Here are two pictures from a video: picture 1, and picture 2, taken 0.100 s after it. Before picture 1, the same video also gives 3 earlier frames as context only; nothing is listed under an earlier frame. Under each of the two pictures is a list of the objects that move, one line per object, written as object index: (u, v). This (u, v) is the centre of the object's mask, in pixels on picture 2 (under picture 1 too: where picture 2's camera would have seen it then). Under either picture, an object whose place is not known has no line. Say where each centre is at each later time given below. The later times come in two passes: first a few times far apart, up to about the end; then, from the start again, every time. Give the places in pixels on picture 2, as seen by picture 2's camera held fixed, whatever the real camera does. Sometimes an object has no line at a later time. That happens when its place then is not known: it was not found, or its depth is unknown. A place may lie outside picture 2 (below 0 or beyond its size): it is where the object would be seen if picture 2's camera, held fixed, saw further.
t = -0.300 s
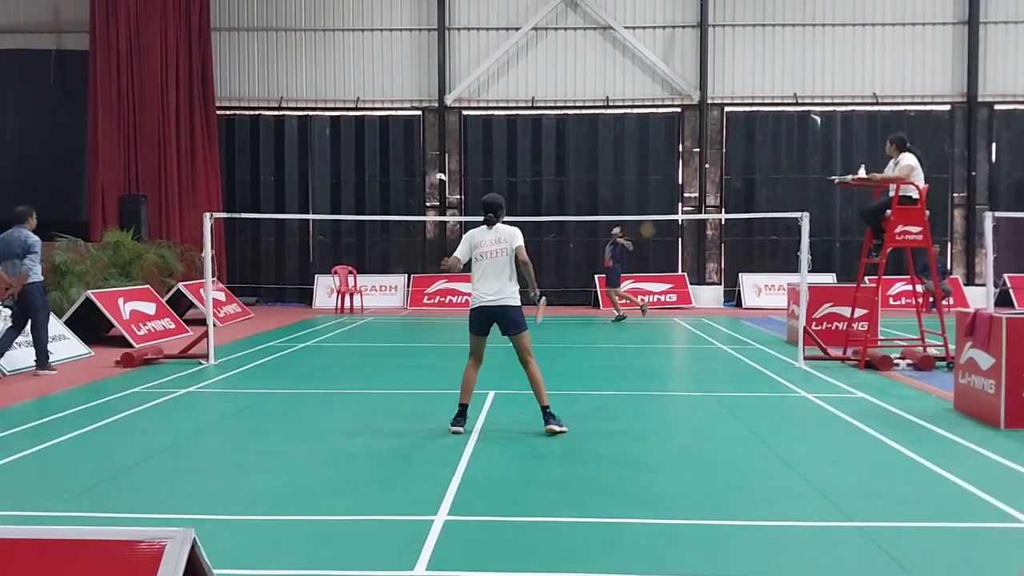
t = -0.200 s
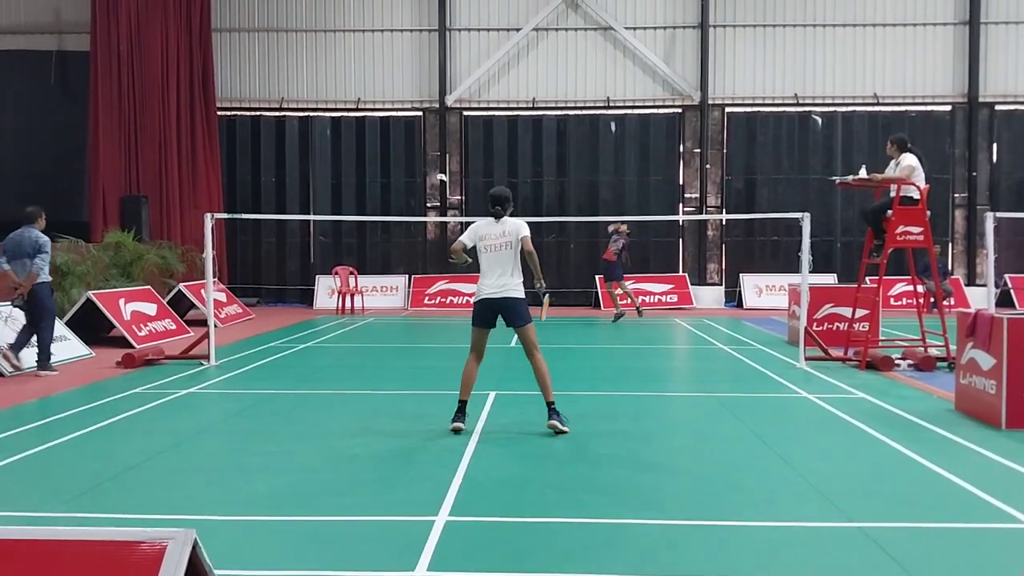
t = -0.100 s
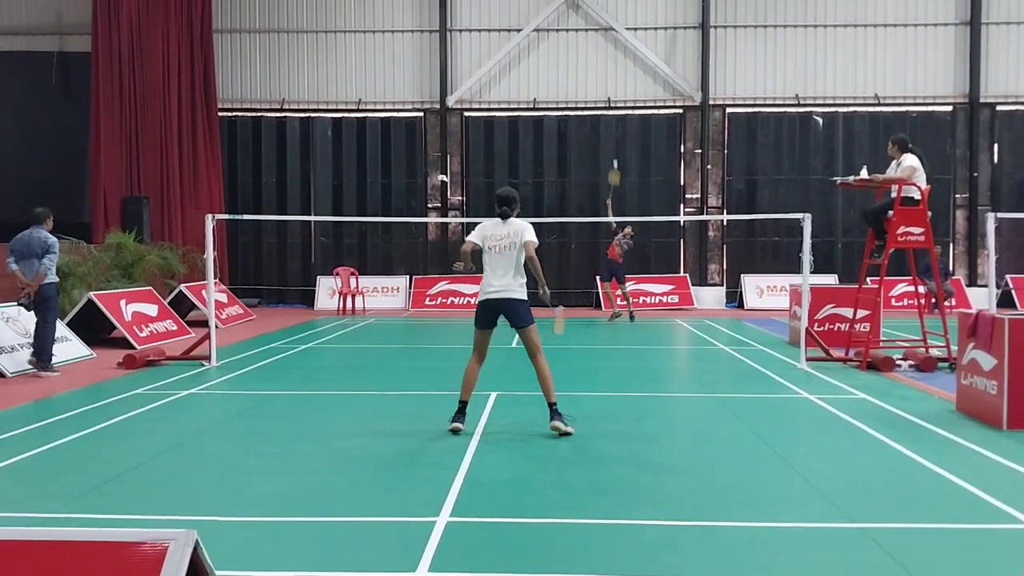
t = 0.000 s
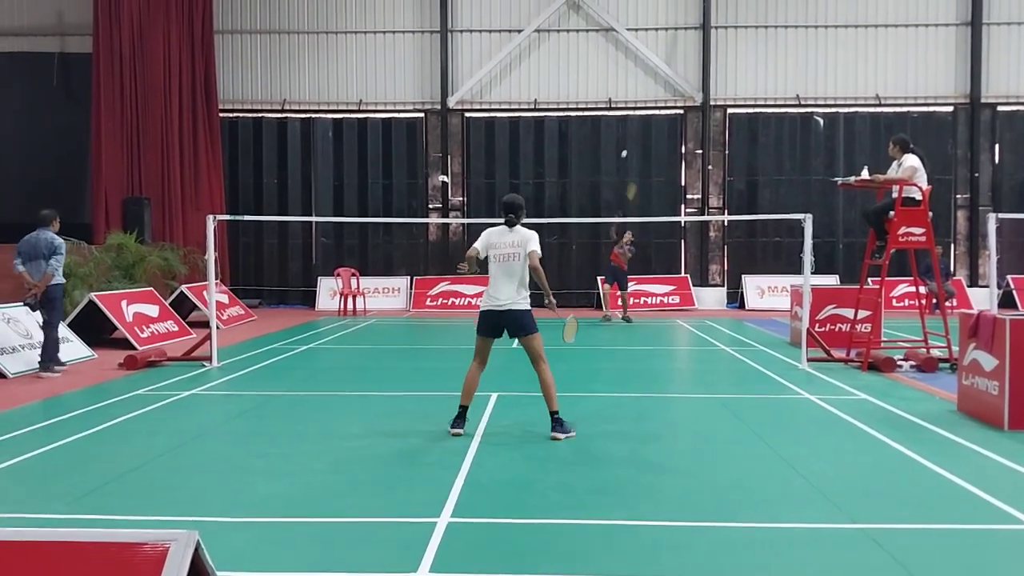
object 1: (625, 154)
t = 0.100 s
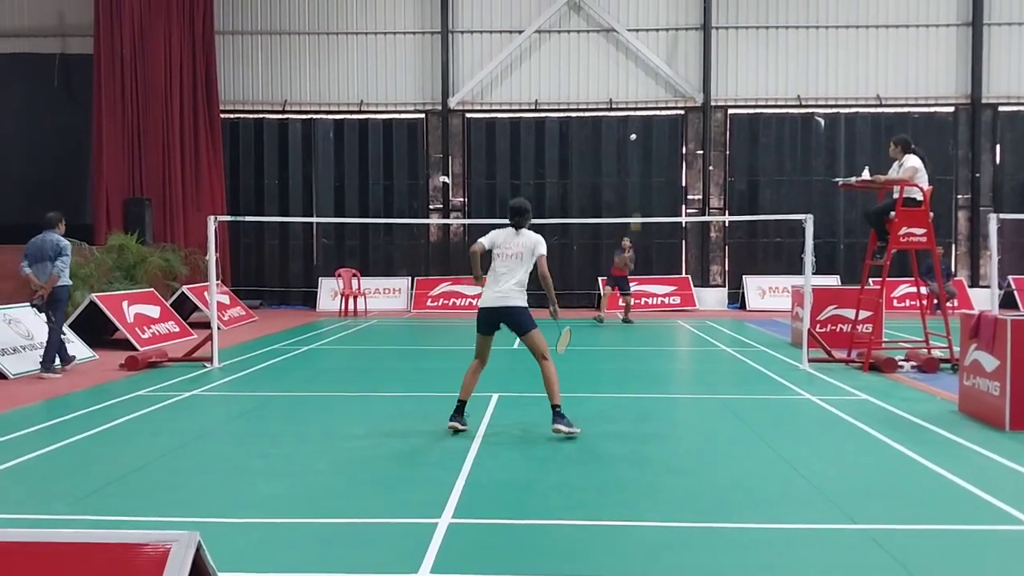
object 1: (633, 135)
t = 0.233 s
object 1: (644, 123)
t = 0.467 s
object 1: (655, 139)
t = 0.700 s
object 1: (663, 206)
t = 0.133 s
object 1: (636, 130)
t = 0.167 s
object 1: (638, 126)
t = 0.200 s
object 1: (641, 124)
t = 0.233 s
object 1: (644, 123)
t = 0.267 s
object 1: (645, 122)
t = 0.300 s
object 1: (646, 123)
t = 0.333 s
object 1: (648, 124)
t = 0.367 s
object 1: (649, 126)
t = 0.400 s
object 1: (651, 129)
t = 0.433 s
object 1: (653, 133)
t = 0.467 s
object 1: (655, 139)
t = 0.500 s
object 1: (656, 145)
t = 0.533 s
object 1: (658, 154)
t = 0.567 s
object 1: (659, 162)
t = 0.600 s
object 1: (660, 171)
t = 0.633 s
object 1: (661, 182)
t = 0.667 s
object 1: (662, 193)
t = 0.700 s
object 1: (663, 206)
